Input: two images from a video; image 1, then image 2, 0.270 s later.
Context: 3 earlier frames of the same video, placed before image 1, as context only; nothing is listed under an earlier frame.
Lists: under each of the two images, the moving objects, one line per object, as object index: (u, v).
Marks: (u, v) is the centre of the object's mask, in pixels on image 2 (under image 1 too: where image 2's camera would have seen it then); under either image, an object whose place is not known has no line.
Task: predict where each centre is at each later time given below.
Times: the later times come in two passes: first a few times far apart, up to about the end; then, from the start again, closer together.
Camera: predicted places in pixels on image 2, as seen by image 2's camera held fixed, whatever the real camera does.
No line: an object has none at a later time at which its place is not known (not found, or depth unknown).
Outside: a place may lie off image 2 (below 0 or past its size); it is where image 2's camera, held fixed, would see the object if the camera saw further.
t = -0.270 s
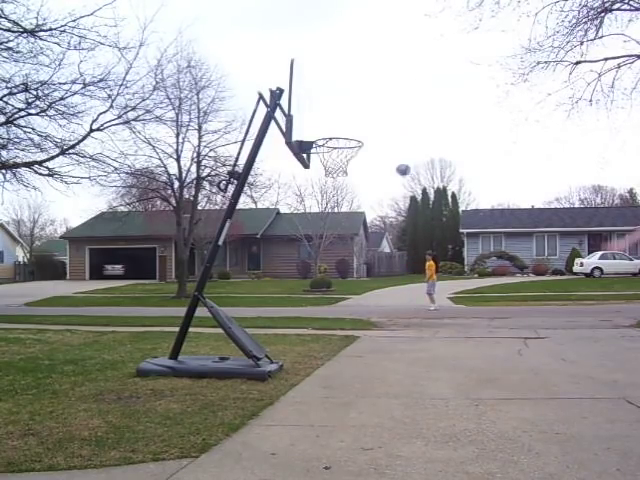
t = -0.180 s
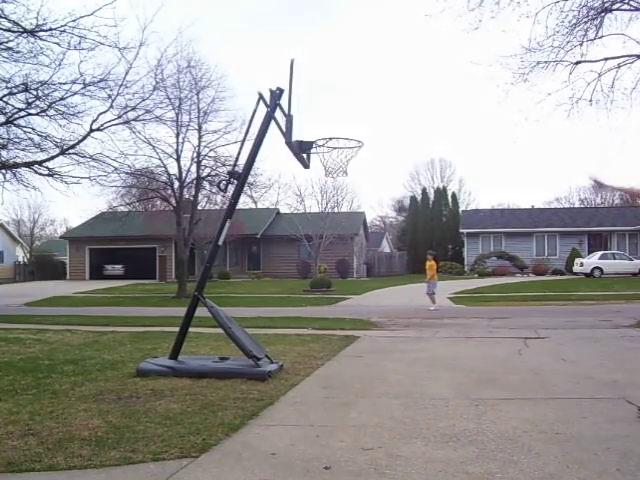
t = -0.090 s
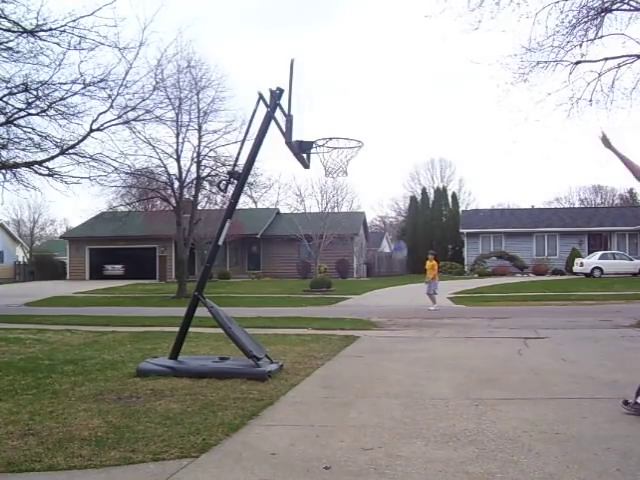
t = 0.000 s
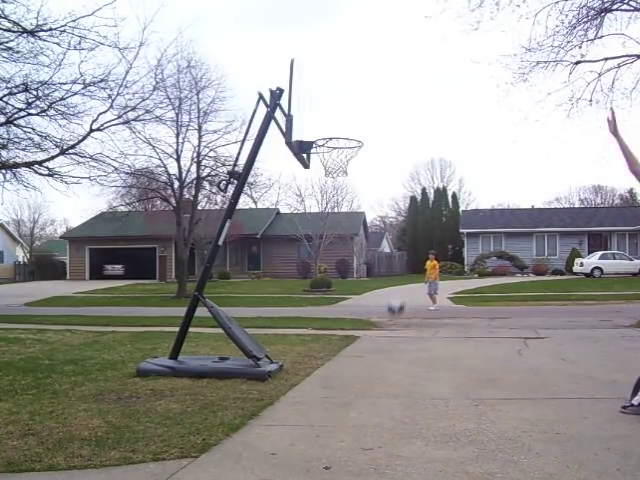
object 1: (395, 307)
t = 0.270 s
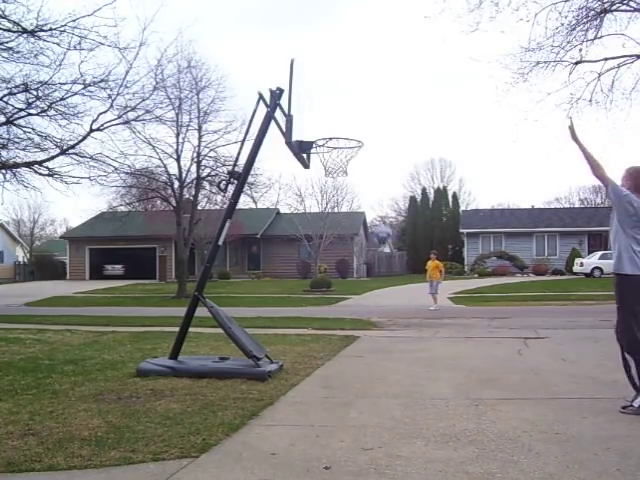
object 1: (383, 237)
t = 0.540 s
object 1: (367, 144)
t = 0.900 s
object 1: (342, 110)
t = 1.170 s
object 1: (331, 158)
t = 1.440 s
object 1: (349, 163)
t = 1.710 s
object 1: (331, 175)
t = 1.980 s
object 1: (319, 235)
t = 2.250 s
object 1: (304, 360)
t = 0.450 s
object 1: (372, 169)
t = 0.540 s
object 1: (367, 144)
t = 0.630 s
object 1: (361, 125)
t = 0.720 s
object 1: (355, 113)
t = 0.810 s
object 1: (349, 108)
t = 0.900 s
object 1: (342, 110)
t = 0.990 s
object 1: (335, 121)
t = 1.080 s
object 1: (327, 140)
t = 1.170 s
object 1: (331, 158)
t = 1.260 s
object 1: (341, 158)
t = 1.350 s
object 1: (349, 160)
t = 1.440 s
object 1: (349, 163)
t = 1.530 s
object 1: (344, 167)
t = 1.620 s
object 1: (337, 170)
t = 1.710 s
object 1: (331, 175)
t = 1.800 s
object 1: (327, 188)
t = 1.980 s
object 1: (319, 235)
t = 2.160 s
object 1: (309, 320)
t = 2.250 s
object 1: (304, 360)
